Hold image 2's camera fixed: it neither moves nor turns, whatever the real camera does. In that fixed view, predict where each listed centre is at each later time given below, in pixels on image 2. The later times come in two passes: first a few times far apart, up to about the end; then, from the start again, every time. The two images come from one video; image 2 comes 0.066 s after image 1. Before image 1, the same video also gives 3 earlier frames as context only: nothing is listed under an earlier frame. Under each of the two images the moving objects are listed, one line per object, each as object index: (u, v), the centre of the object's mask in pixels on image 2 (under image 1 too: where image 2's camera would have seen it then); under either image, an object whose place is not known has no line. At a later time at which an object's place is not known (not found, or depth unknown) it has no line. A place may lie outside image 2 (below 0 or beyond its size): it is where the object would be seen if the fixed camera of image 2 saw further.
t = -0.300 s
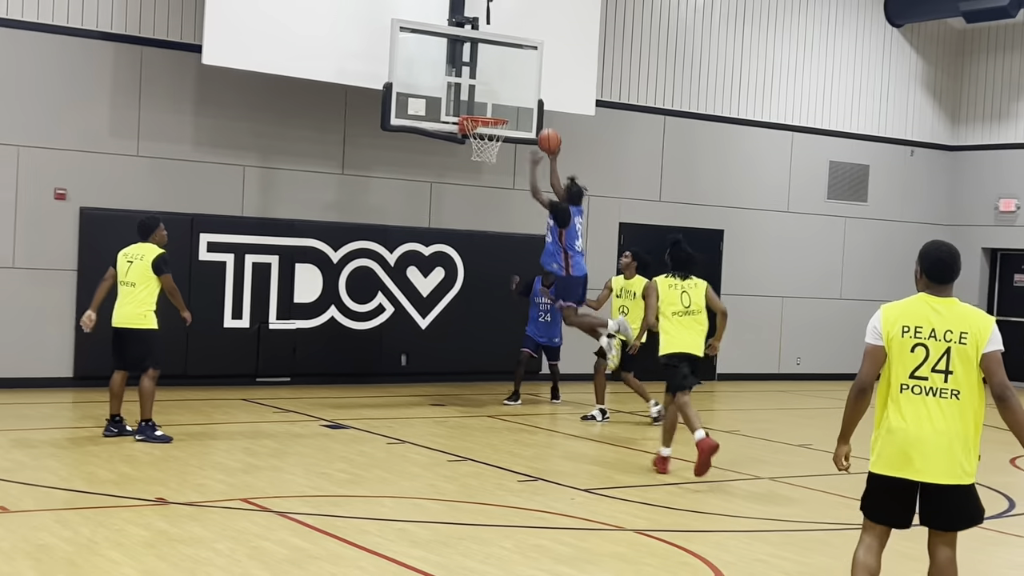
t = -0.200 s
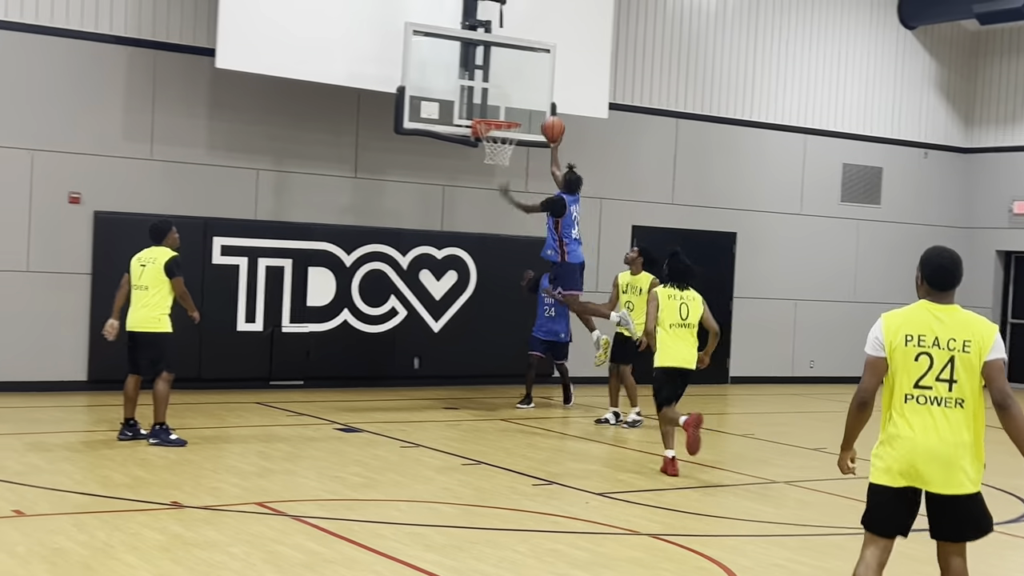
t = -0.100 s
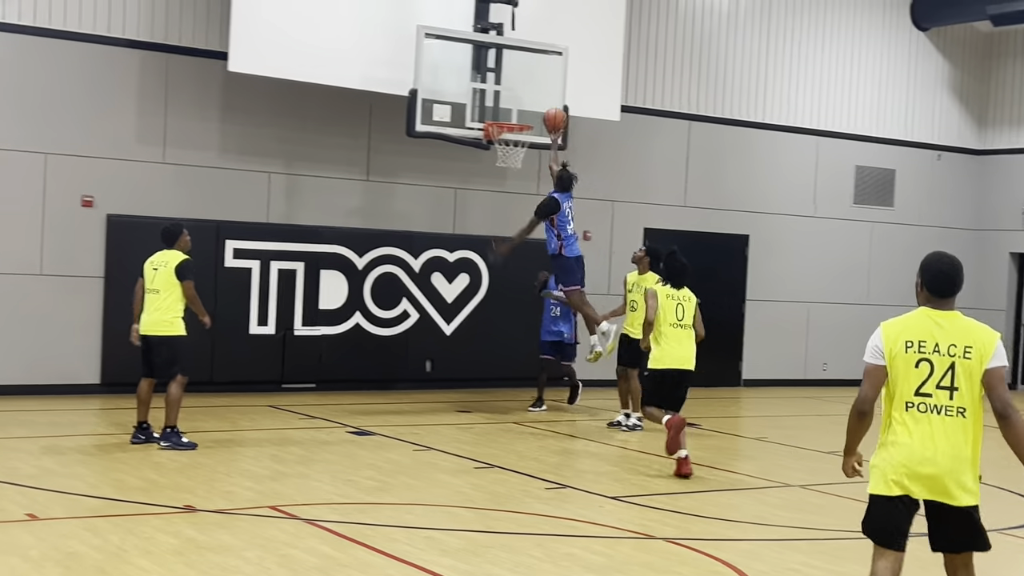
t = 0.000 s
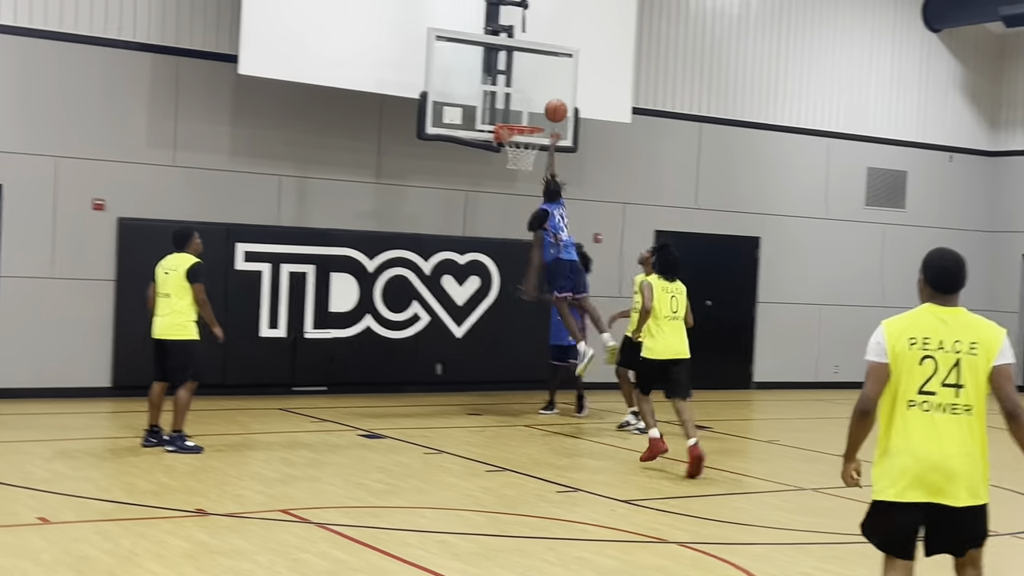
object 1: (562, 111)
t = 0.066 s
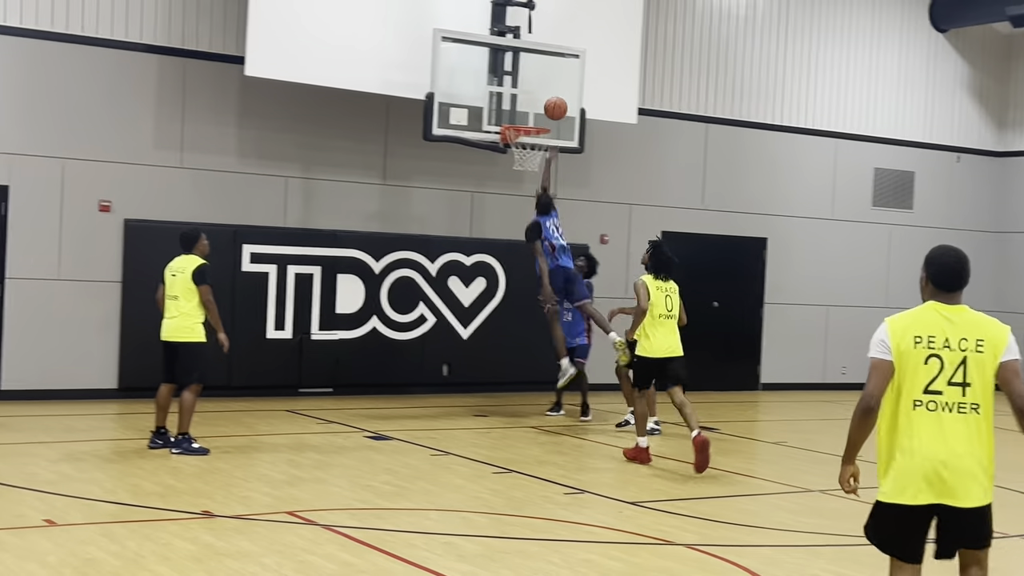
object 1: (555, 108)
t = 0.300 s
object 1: (530, 133)
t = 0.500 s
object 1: (513, 179)
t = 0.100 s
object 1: (552, 108)
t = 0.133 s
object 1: (548, 110)
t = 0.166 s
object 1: (545, 112)
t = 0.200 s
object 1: (542, 115)
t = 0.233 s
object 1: (538, 118)
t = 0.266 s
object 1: (536, 121)
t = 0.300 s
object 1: (530, 133)
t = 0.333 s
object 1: (527, 139)
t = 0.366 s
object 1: (524, 148)
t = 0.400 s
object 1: (521, 157)
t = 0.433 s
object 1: (518, 170)
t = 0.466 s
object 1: (515, 172)
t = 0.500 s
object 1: (513, 179)
